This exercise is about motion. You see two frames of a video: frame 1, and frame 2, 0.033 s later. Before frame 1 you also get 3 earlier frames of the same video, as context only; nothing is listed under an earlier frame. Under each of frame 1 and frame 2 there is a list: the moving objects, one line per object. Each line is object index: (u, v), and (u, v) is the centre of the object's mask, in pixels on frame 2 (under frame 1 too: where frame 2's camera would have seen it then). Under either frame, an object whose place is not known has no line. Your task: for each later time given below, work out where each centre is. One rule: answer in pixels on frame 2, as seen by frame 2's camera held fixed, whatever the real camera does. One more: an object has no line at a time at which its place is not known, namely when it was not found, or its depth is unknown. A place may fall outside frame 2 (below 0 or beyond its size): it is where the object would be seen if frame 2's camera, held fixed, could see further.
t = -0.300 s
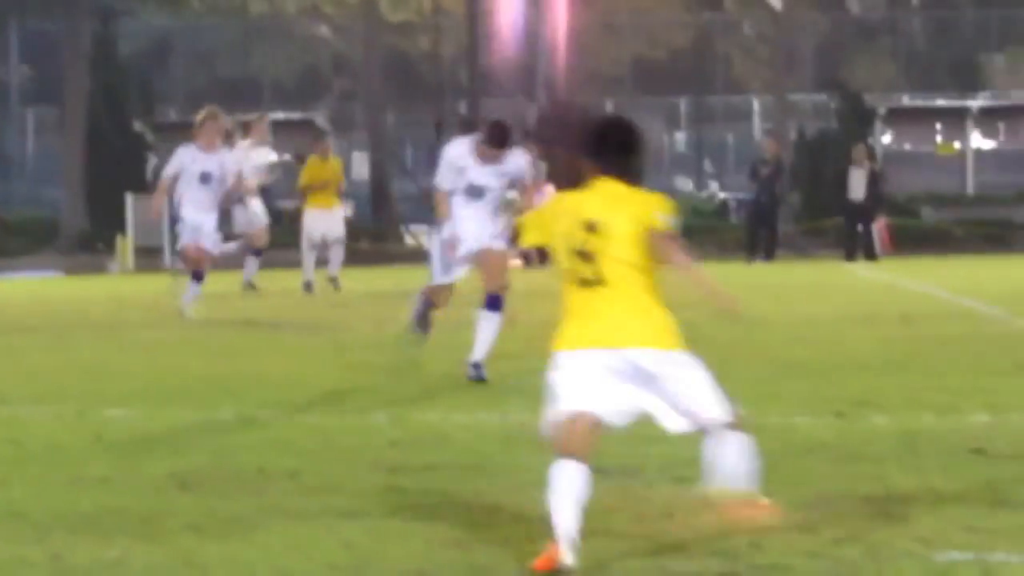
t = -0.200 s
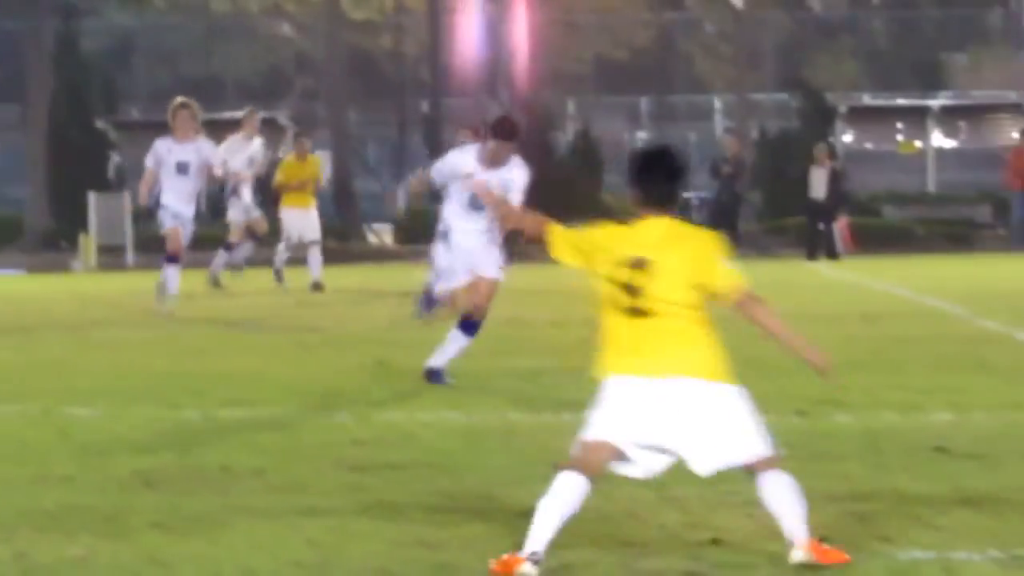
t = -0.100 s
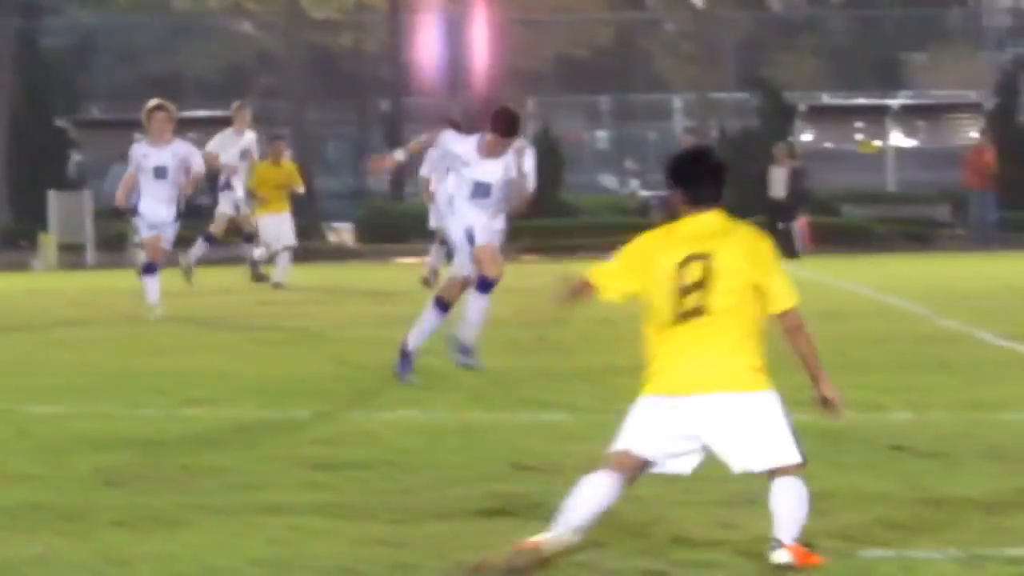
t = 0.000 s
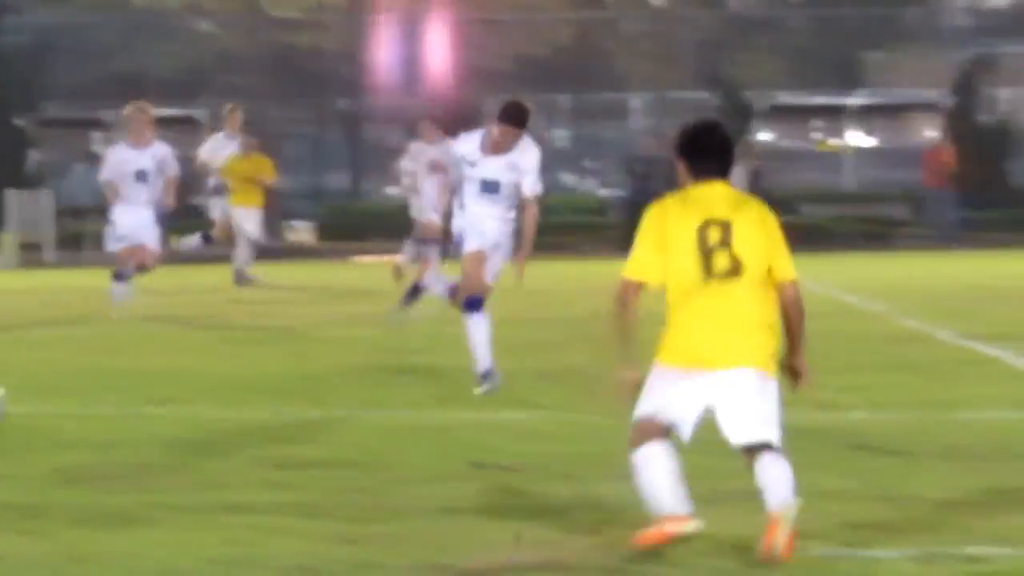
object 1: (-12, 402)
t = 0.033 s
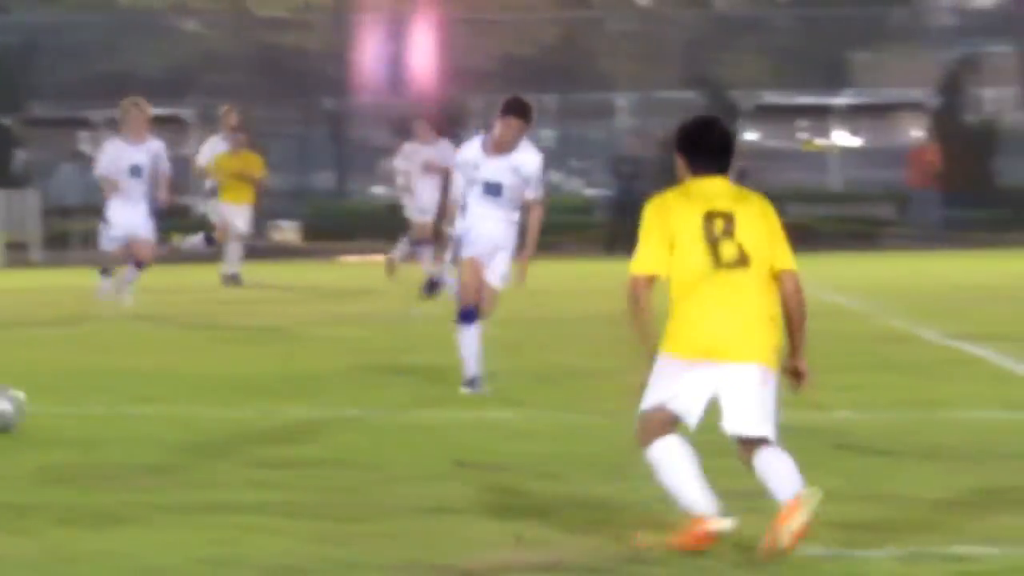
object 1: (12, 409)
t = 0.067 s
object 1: (34, 414)
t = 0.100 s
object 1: (65, 417)
